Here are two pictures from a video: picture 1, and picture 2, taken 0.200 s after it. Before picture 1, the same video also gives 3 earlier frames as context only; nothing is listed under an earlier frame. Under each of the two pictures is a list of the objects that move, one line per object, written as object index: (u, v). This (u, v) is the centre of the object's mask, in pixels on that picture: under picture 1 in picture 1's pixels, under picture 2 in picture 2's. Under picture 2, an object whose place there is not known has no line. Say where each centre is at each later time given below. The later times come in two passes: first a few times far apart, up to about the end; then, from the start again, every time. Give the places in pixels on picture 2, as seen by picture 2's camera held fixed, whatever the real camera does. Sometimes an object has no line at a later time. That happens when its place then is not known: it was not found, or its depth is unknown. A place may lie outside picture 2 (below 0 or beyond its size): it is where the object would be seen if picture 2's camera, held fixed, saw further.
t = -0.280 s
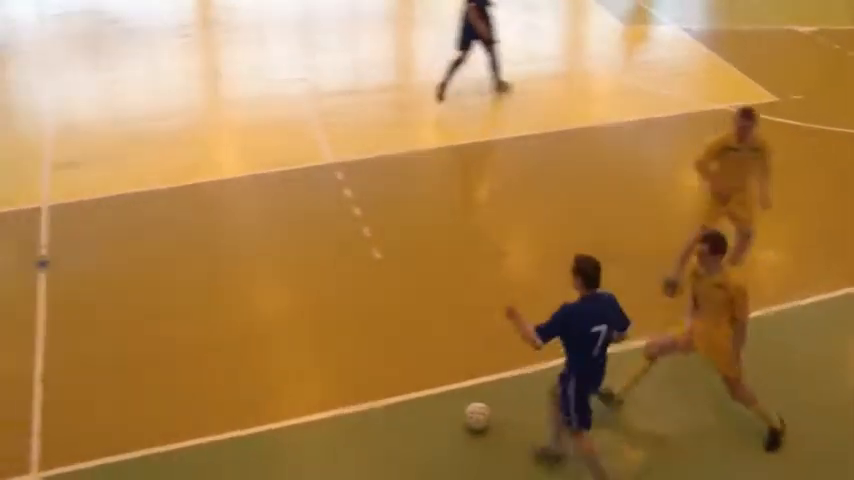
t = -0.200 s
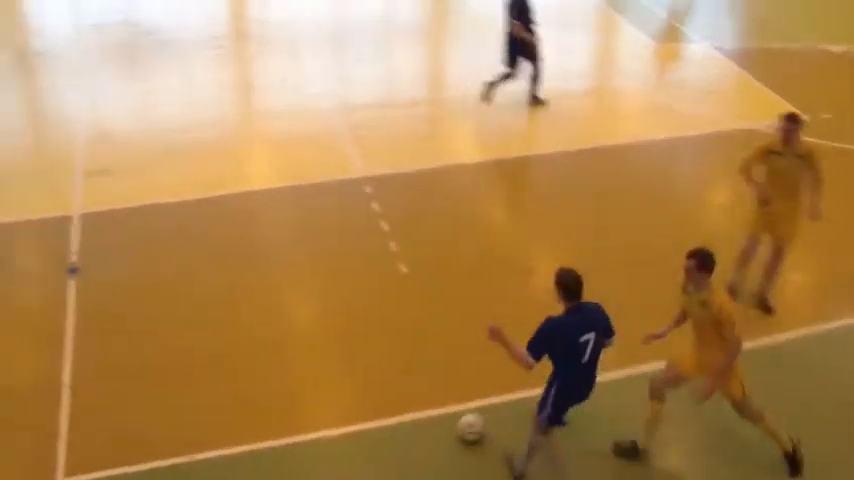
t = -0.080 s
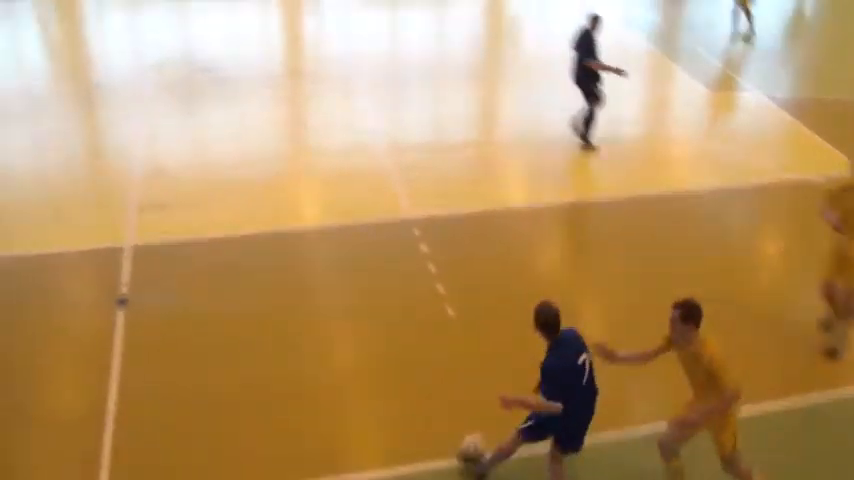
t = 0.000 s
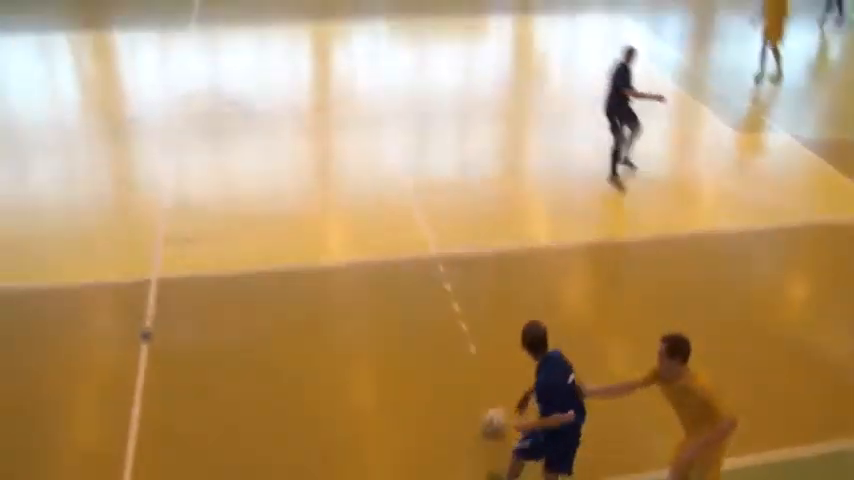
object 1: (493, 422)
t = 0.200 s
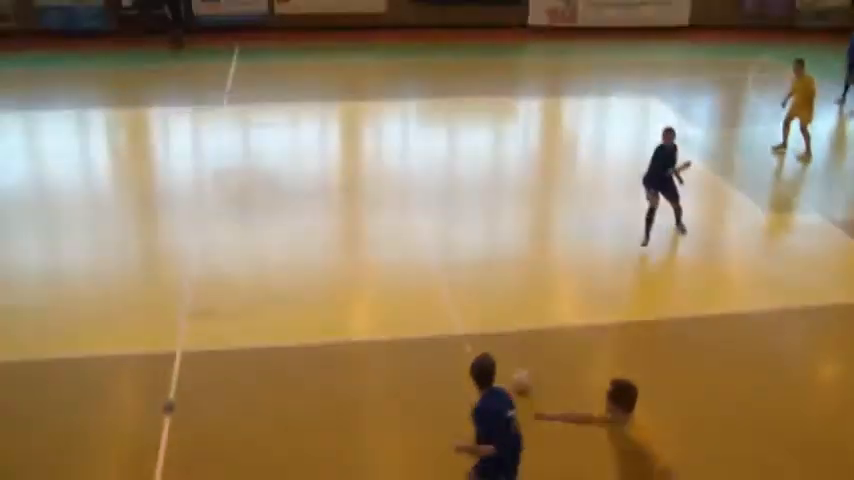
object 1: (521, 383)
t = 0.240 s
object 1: (521, 366)
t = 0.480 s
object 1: (518, 288)
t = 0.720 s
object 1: (511, 236)
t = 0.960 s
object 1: (506, 197)
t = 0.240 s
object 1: (521, 366)
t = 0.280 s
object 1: (520, 350)
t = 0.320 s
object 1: (519, 336)
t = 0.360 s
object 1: (520, 325)
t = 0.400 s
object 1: (519, 311)
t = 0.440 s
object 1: (518, 298)
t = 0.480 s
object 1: (518, 288)
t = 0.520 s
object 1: (517, 277)
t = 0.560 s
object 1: (516, 268)
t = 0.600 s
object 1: (515, 259)
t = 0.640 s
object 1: (514, 250)
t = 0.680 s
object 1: (512, 243)
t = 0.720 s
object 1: (511, 236)
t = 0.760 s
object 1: (510, 229)
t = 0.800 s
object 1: (509, 222)
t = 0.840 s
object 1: (508, 215)
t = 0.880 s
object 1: (507, 208)
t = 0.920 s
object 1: (507, 202)
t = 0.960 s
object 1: (506, 197)
